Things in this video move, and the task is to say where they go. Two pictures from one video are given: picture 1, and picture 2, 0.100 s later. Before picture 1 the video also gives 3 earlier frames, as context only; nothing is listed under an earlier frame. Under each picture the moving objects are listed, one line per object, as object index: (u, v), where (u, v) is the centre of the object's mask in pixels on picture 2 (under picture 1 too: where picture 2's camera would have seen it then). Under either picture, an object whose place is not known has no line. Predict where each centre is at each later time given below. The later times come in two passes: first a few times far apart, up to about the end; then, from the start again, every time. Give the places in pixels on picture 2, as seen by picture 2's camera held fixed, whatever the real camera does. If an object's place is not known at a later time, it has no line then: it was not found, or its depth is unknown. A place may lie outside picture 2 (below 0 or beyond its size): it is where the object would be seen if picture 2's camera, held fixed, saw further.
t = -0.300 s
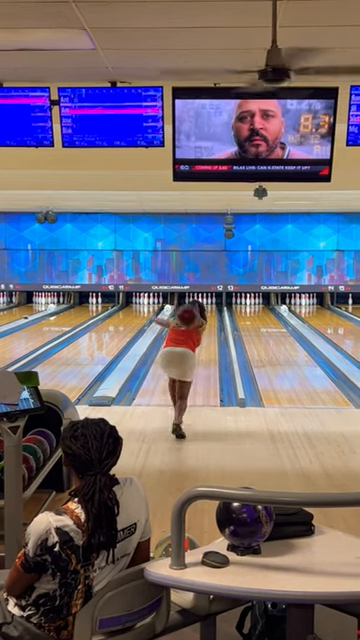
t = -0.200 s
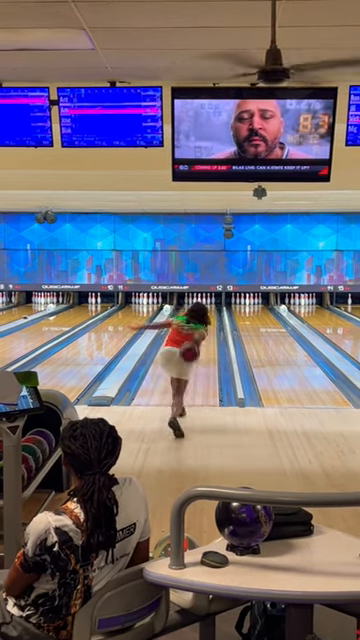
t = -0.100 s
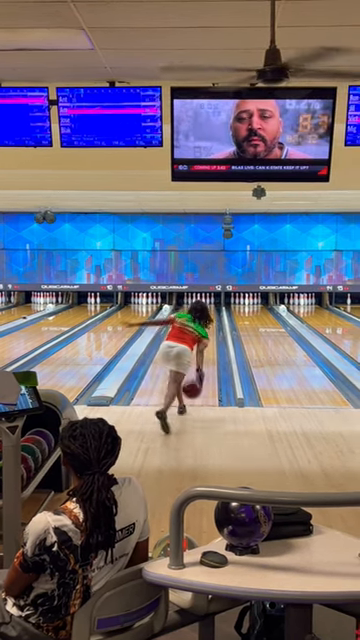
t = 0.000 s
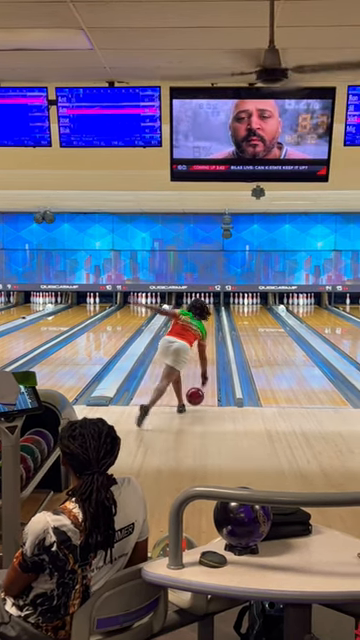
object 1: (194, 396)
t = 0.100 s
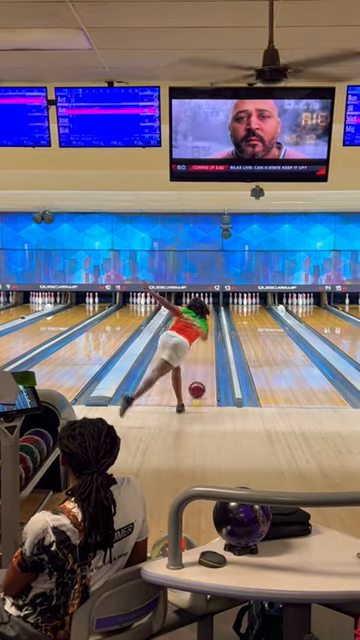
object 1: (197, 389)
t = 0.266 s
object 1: (200, 373)
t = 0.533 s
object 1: (203, 353)
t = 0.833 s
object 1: (206, 338)
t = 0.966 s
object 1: (207, 333)
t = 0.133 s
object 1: (197, 386)
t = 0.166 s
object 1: (198, 383)
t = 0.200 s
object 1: (199, 380)
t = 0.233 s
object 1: (199, 376)
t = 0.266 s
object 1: (200, 373)
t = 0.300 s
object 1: (200, 371)
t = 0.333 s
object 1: (201, 368)
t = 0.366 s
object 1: (201, 365)
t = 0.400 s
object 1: (202, 362)
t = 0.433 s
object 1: (202, 360)
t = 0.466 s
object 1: (203, 358)
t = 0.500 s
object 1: (203, 356)
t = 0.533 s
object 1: (203, 353)
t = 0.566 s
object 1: (204, 352)
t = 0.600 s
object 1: (204, 350)
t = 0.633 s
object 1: (204, 348)
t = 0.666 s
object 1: (205, 346)
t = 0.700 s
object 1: (205, 344)
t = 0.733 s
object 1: (206, 342)
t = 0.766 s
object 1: (206, 341)
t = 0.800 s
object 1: (206, 339)
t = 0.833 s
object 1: (206, 338)
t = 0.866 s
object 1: (206, 336)
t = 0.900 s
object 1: (207, 335)
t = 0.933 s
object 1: (207, 334)
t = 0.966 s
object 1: (207, 333)
